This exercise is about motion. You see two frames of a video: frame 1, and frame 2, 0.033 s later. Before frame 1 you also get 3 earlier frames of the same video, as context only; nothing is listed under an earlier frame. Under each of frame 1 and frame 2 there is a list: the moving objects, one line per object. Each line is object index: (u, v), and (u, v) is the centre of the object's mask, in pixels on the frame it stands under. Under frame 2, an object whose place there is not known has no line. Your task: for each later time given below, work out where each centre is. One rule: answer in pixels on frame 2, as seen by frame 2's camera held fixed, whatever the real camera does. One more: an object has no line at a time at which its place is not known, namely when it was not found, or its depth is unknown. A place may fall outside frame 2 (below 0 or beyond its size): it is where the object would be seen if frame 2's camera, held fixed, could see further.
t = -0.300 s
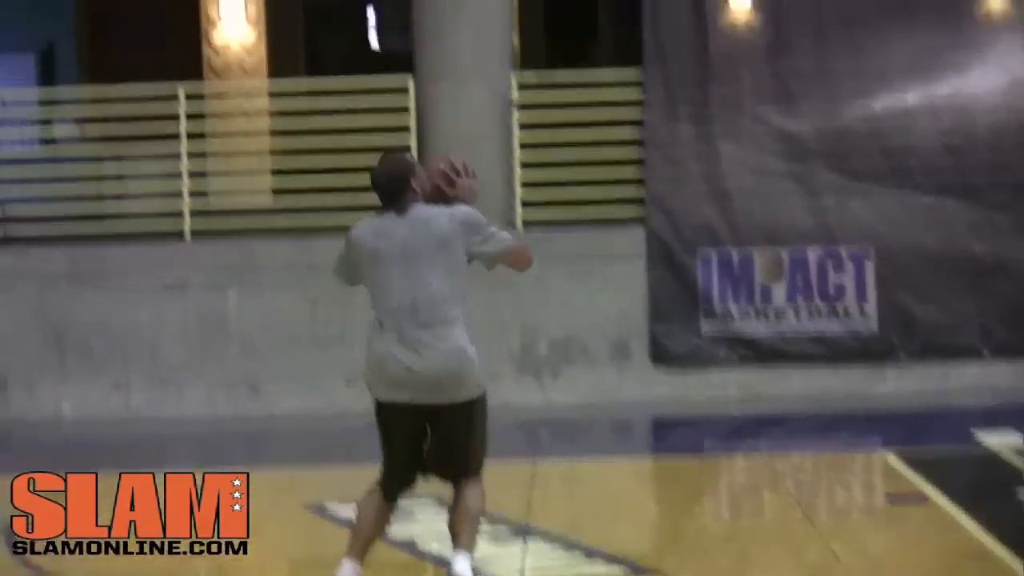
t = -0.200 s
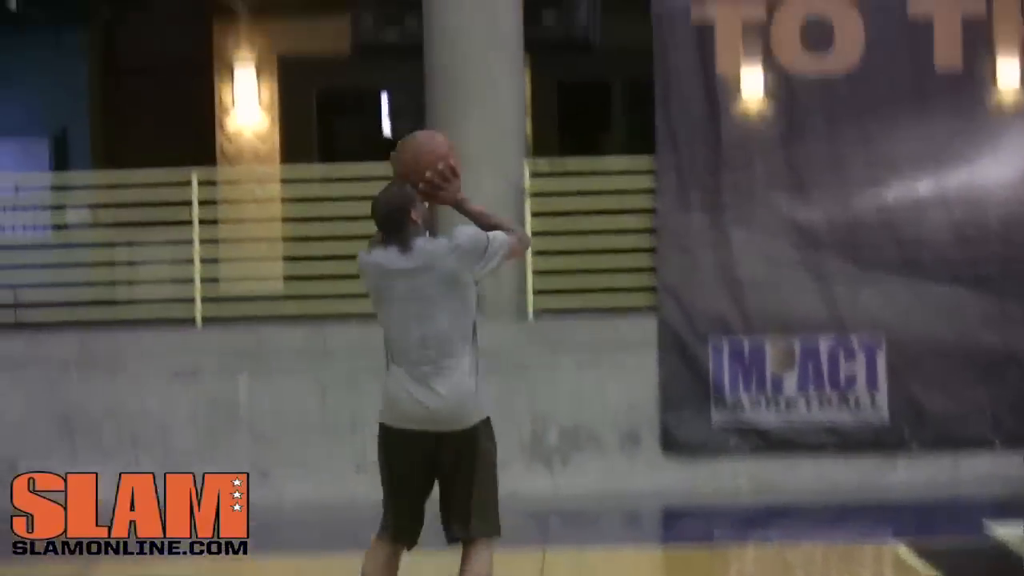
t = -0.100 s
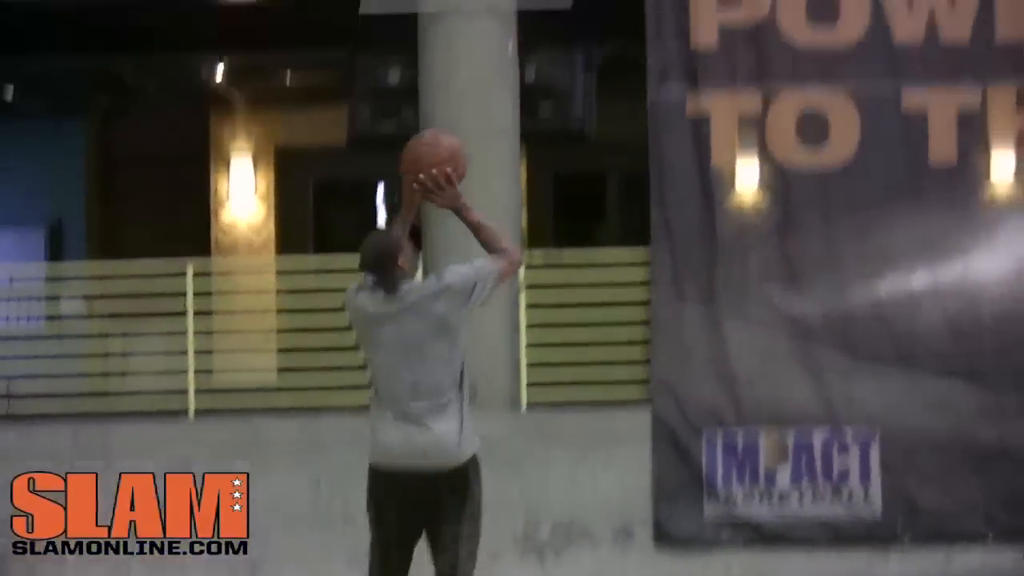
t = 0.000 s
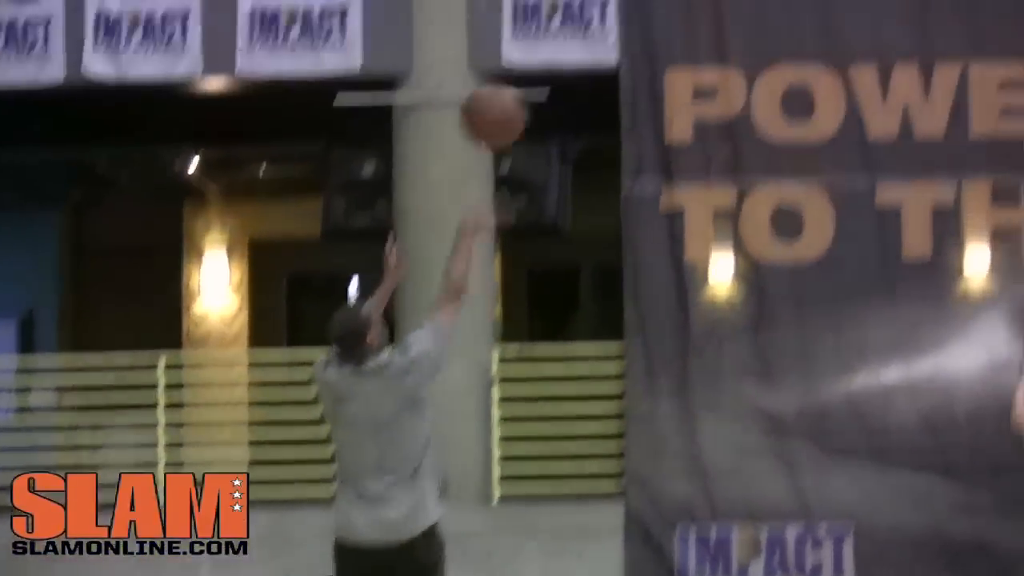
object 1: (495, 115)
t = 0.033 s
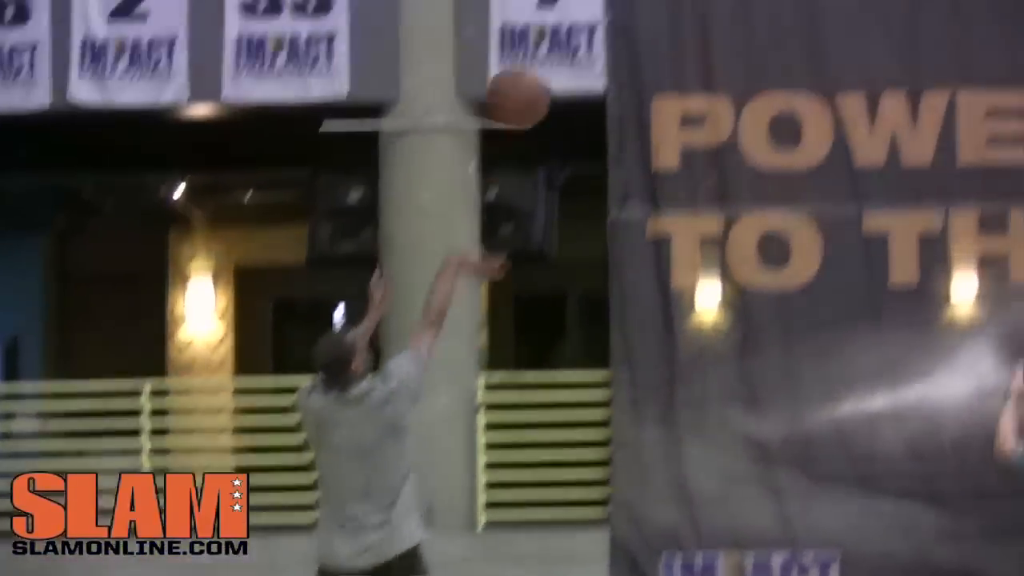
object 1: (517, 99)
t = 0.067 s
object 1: (555, 56)
